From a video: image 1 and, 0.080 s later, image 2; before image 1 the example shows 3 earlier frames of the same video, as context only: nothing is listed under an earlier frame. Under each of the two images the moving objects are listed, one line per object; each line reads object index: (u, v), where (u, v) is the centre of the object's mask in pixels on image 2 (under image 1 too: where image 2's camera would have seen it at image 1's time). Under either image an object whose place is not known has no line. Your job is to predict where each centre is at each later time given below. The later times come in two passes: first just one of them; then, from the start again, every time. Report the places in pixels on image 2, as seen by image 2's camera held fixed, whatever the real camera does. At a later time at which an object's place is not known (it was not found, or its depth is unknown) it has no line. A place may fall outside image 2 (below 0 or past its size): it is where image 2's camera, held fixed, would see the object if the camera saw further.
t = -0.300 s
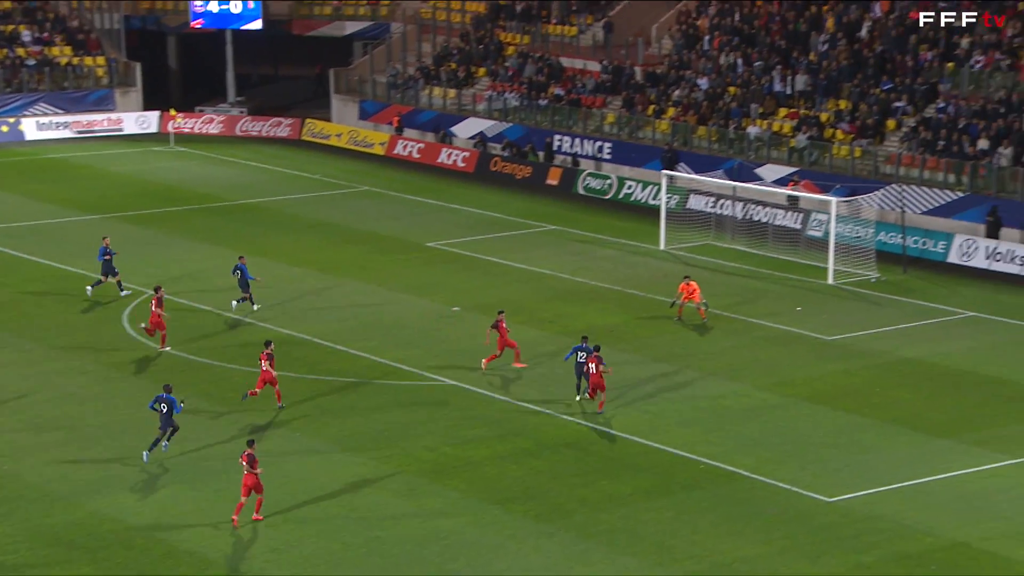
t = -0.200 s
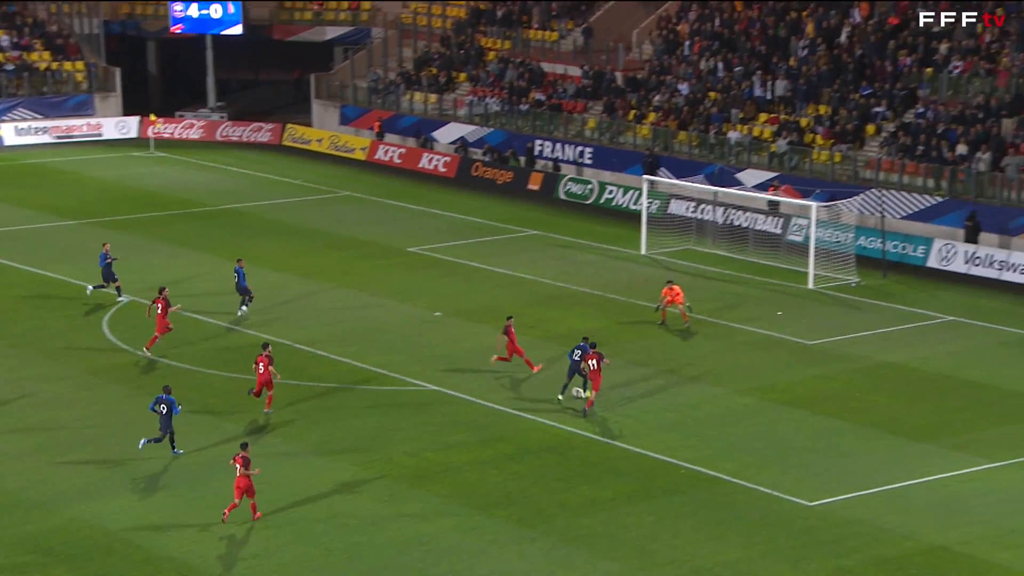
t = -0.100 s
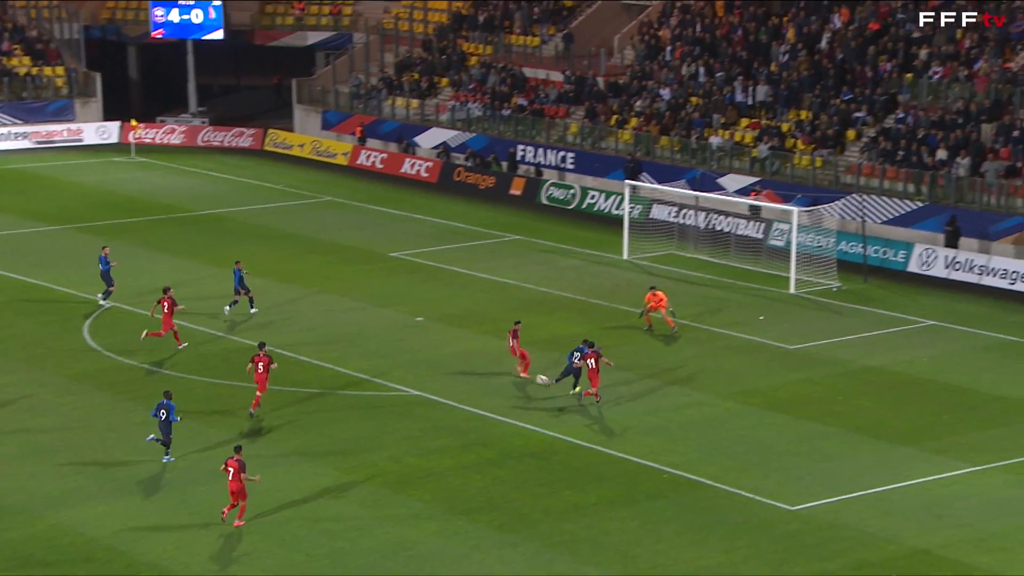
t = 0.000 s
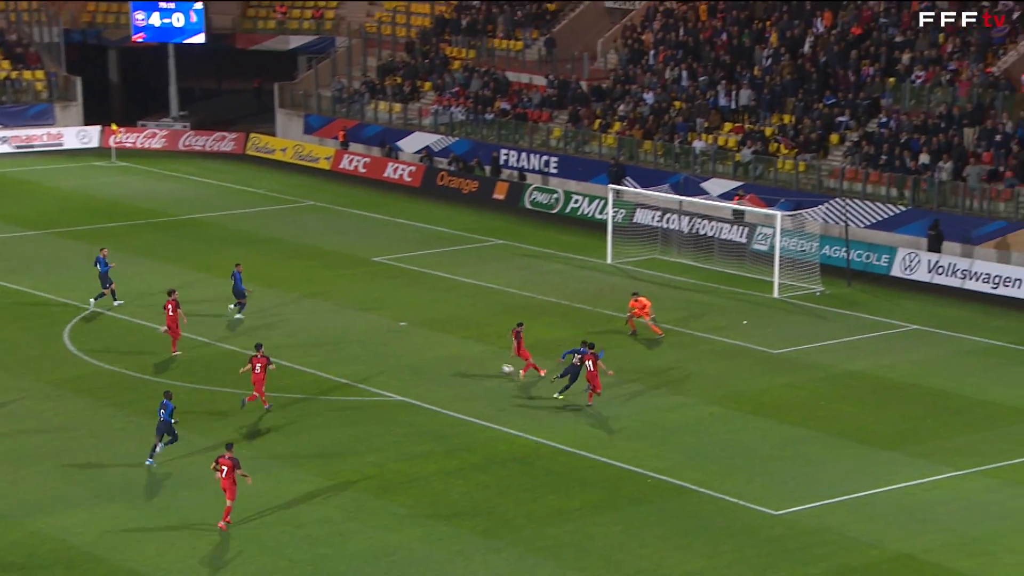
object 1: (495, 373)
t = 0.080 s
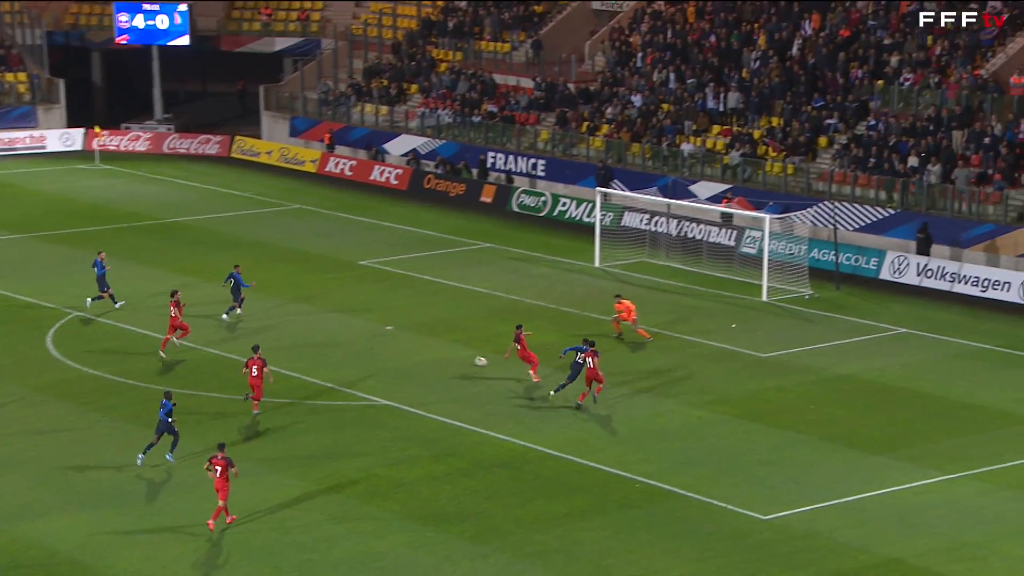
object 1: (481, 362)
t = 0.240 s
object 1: (455, 342)
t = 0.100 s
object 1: (477, 359)
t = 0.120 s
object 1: (474, 357)
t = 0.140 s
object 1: (471, 354)
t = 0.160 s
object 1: (467, 352)
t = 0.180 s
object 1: (464, 350)
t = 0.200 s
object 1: (460, 347)
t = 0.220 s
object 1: (458, 345)
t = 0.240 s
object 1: (455, 342)
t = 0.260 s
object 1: (451, 340)
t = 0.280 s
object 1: (448, 338)
